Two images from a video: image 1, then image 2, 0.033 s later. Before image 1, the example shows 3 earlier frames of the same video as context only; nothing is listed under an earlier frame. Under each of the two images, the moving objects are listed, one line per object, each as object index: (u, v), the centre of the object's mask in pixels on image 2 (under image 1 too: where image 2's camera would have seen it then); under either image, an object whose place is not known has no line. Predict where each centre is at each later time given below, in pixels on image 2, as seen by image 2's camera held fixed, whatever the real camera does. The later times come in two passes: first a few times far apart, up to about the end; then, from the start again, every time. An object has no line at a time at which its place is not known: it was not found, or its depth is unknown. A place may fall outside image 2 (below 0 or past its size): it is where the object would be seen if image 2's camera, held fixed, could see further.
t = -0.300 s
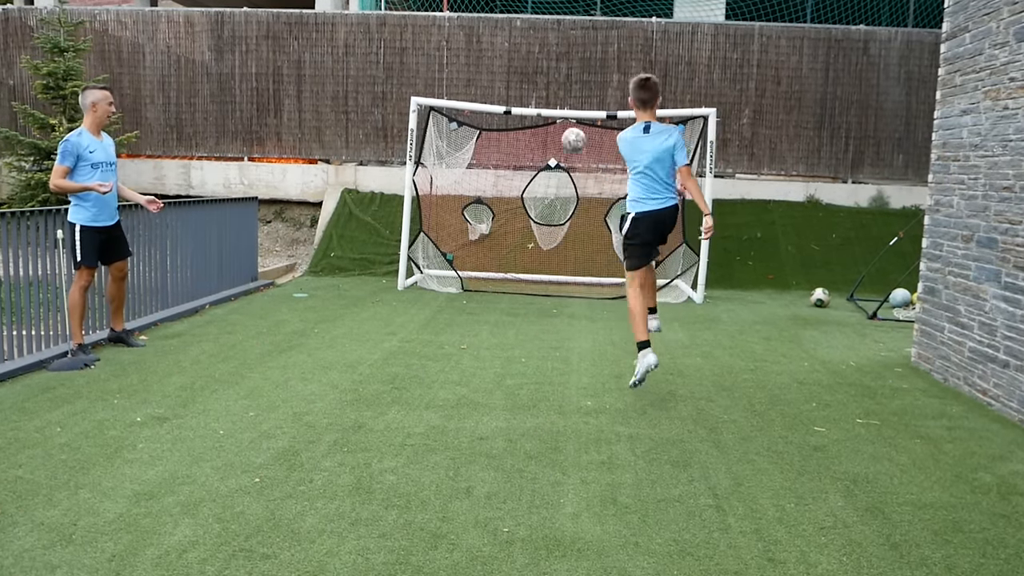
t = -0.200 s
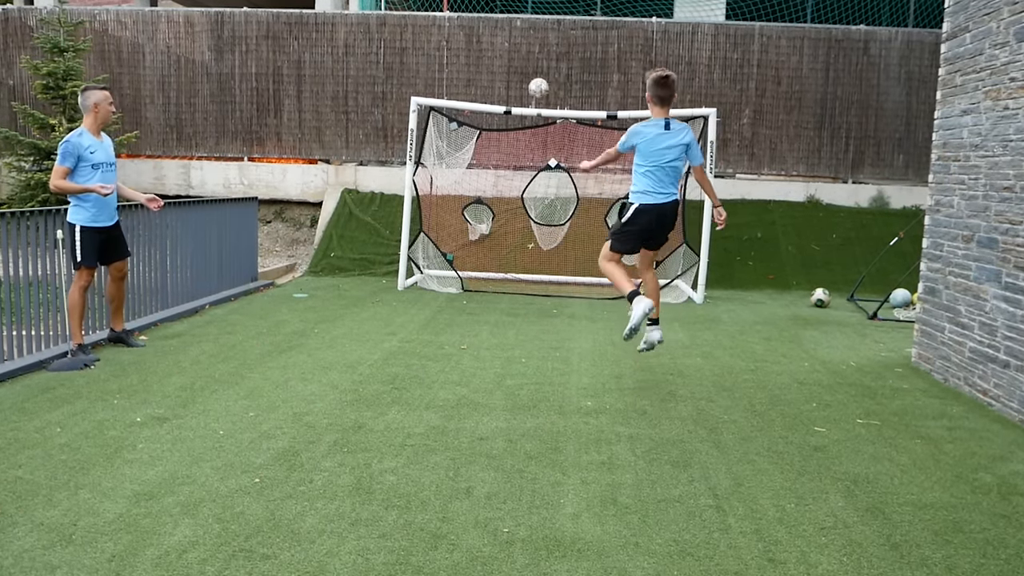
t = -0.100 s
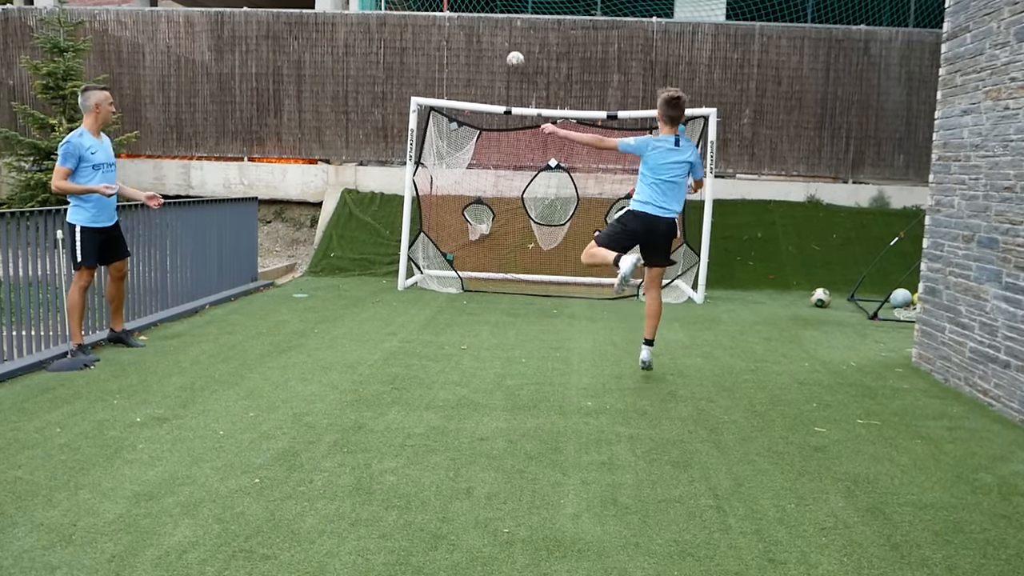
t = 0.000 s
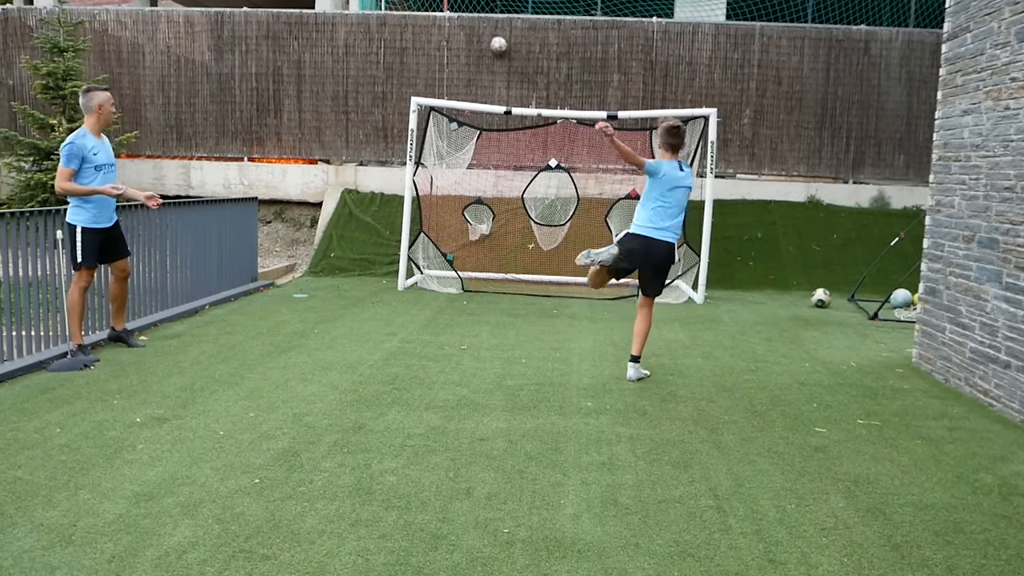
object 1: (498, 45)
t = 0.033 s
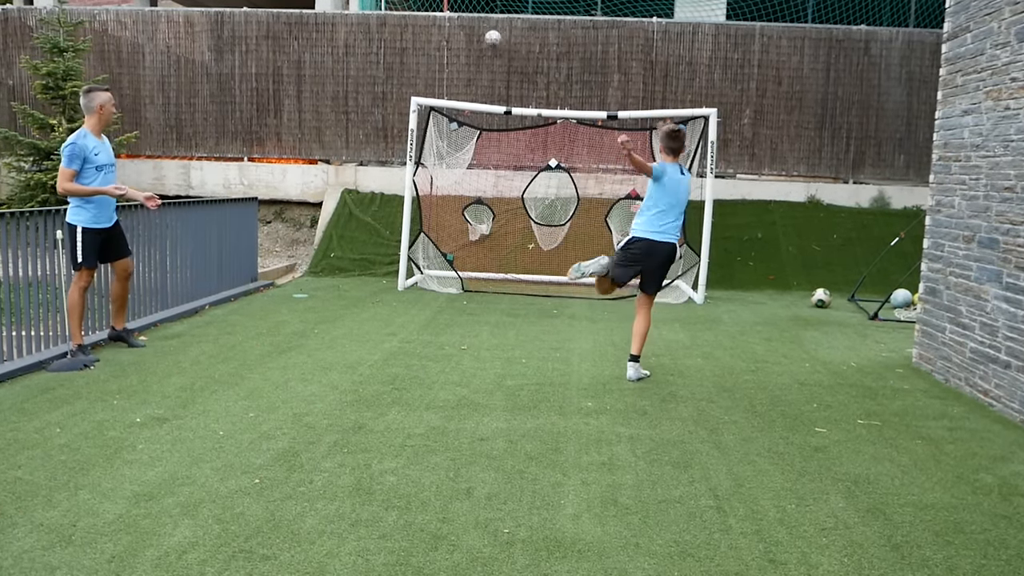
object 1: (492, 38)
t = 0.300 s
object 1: (442, 13)
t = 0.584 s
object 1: (374, 49)
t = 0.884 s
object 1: (285, 187)
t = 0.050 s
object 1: (490, 35)
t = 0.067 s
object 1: (487, 32)
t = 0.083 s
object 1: (484, 29)
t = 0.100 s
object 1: (481, 27)
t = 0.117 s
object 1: (478, 24)
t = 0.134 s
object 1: (475, 22)
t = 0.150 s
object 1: (472, 20)
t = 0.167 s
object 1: (469, 19)
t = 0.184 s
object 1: (465, 17)
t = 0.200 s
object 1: (463, 15)
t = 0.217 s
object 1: (459, 15)
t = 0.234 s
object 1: (455, 14)
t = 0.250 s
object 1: (452, 14)
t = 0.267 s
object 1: (449, 12)
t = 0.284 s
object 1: (446, 13)
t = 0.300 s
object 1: (442, 13)
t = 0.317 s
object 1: (438, 12)
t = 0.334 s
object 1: (435, 11)
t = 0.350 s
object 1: (431, 12)
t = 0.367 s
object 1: (427, 14)
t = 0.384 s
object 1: (423, 15)
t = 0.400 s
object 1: (419, 16)
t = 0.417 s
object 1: (415, 18)
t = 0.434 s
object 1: (411, 20)
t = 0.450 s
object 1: (407, 22)
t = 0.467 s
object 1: (404, 24)
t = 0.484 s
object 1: (399, 27)
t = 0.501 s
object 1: (395, 30)
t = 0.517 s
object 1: (391, 33)
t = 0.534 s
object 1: (387, 37)
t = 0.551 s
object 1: (383, 41)
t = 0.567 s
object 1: (378, 44)
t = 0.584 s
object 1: (374, 49)
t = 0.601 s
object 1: (369, 54)
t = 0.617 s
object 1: (365, 58)
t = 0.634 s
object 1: (360, 64)
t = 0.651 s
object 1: (355, 69)
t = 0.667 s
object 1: (350, 75)
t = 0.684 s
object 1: (346, 81)
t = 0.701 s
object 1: (341, 88)
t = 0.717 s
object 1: (336, 95)
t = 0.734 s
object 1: (331, 102)
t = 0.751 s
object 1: (326, 110)
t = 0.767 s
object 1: (321, 118)
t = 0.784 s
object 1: (316, 126)
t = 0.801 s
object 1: (311, 135)
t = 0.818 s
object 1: (306, 144)
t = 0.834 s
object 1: (301, 154)
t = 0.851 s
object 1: (295, 164)
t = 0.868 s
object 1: (290, 176)
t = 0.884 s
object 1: (285, 187)
